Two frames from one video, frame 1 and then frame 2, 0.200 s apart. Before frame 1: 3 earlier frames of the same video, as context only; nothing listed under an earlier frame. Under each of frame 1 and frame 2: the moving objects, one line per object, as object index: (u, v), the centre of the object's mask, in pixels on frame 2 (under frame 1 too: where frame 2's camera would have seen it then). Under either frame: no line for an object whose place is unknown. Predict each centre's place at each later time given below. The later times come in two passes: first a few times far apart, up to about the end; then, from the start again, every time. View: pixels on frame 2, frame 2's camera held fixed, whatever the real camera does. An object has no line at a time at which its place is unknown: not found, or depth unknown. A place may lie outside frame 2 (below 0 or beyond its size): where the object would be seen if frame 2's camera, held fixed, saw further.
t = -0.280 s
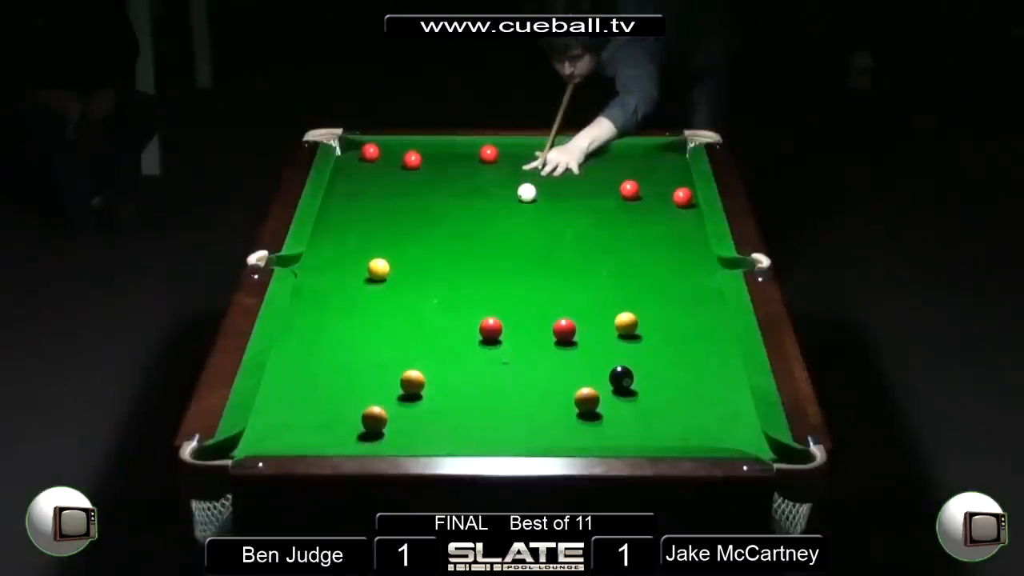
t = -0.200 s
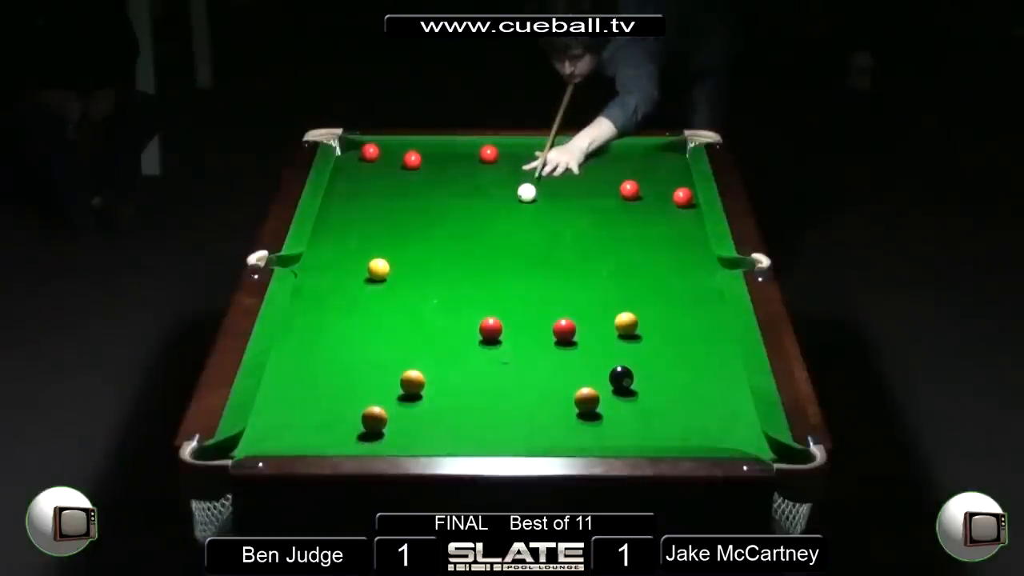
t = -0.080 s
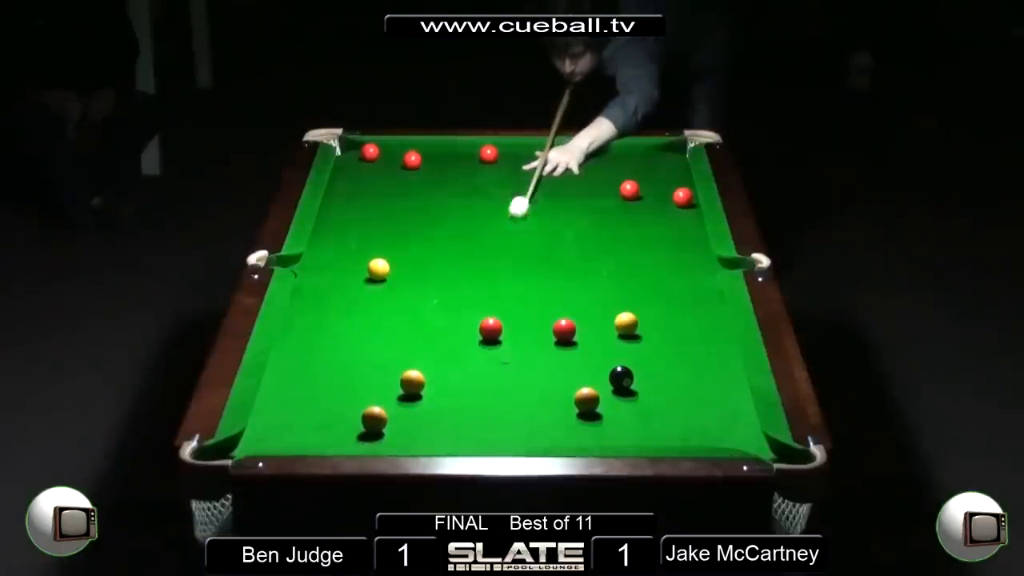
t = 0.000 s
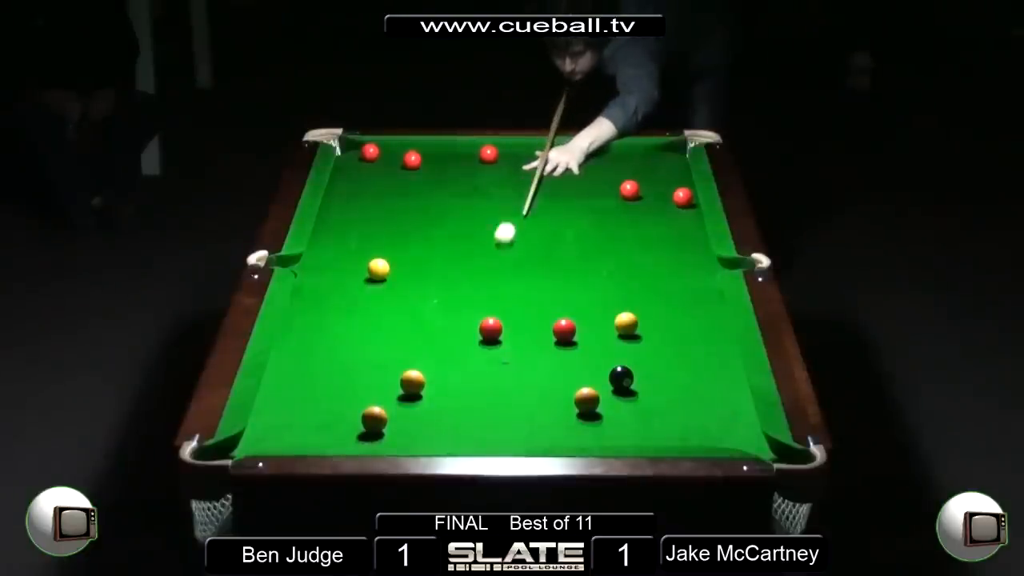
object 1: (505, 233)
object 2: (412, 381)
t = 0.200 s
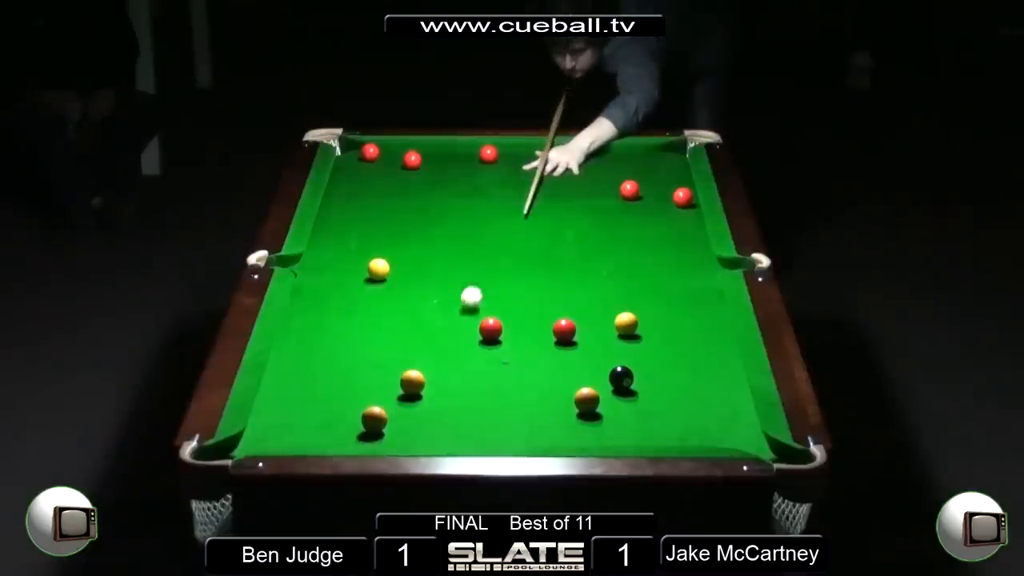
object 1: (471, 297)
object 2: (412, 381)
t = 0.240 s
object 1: (464, 310)
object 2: (412, 381)
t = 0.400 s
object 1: (440, 357)
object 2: (412, 382)
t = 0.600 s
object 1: (465, 394)
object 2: (369, 397)
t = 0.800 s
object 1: (509, 425)
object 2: (315, 419)
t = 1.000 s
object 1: (553, 434)
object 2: (260, 437)
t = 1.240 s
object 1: (597, 413)
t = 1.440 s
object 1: (632, 395)
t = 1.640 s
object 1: (665, 378)
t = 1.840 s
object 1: (694, 363)
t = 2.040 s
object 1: (722, 349)
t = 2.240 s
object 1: (711, 339)
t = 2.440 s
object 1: (693, 331)
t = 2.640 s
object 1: (678, 323)
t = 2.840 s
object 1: (664, 316)
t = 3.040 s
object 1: (652, 310)
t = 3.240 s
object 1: (641, 304)
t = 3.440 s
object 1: (632, 299)
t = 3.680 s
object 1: (622, 294)
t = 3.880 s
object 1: (615, 292)
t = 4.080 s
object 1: (609, 289)
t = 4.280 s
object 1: (605, 287)
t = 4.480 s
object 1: (602, 286)
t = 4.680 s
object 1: (601, 285)
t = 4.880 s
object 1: (600, 285)
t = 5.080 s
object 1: (600, 285)
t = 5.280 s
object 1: (600, 285)
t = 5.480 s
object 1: (600, 285)
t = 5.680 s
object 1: (601, 285)
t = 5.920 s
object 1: (601, 285)
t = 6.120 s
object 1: (601, 285)
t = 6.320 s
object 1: (601, 285)
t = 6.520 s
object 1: (601, 285)
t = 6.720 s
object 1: (601, 285)
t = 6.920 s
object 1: (601, 285)
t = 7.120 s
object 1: (601, 285)
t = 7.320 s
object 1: (601, 285)
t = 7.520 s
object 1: (601, 285)
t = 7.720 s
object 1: (601, 285)
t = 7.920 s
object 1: (601, 285)
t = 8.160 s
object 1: (601, 285)
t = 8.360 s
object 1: (601, 285)
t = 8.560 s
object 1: (601, 285)
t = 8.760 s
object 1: (601, 285)
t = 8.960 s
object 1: (601, 285)
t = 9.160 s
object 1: (601, 285)
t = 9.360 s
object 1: (601, 285)
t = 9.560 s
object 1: (601, 285)
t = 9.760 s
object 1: (601, 285)
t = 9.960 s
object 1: (601, 285)
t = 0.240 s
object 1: (464, 310)
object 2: (412, 381)
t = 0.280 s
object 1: (458, 322)
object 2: (412, 381)
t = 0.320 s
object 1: (452, 334)
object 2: (412, 382)
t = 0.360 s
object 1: (446, 346)
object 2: (412, 382)
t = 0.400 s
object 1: (440, 357)
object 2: (412, 382)
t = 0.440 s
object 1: (435, 370)
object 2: (412, 382)
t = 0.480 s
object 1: (435, 377)
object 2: (407, 384)
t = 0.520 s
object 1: (447, 382)
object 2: (393, 389)
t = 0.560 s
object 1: (456, 388)
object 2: (381, 394)
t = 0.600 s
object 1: (465, 394)
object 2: (369, 397)
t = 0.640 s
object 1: (474, 400)
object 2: (358, 402)
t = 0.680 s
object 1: (482, 407)
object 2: (347, 407)
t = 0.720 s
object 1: (491, 413)
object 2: (336, 411)
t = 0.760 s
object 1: (499, 419)
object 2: (326, 415)
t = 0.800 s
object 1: (509, 425)
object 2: (315, 419)
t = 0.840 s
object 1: (518, 431)
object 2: (304, 422)
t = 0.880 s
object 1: (527, 435)
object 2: (293, 427)
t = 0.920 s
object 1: (537, 438)
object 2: (282, 431)
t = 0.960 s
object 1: (545, 436)
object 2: (270, 434)
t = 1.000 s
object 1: (553, 434)
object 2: (260, 437)
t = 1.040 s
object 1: (561, 432)
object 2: (249, 441)
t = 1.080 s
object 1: (568, 428)
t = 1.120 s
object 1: (576, 424)
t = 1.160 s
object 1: (583, 420)
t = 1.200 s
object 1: (590, 416)
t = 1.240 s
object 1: (597, 413)
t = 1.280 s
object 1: (605, 409)
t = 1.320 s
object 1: (611, 405)
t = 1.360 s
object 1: (619, 402)
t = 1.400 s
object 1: (626, 398)
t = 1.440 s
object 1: (632, 395)
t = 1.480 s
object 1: (639, 391)
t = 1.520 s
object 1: (645, 388)
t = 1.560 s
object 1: (652, 384)
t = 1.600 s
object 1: (658, 381)
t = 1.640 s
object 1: (665, 378)
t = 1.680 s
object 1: (671, 375)
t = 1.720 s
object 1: (677, 372)
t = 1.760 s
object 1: (683, 369)
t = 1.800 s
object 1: (689, 366)
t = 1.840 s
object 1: (694, 363)
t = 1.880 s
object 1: (700, 360)
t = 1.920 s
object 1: (706, 357)
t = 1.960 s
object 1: (711, 355)
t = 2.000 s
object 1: (717, 352)
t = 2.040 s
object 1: (722, 349)
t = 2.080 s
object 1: (726, 347)
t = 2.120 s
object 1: (722, 345)
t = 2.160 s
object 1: (719, 343)
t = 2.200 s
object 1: (715, 341)
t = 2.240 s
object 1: (711, 339)
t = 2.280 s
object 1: (707, 338)
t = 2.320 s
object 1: (704, 336)
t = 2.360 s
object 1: (700, 333)
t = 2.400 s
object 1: (697, 332)
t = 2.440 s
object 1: (693, 331)
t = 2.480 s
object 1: (690, 329)
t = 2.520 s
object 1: (687, 327)
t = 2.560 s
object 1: (684, 326)
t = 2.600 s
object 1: (681, 324)
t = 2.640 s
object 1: (678, 323)
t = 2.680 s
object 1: (675, 322)
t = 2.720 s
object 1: (672, 320)
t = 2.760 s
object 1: (669, 319)
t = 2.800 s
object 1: (667, 317)
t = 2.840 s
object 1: (664, 316)
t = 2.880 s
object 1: (661, 314)
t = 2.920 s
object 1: (659, 313)
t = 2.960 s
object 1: (656, 312)
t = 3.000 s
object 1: (654, 311)
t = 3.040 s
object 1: (652, 310)
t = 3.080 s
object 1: (650, 309)
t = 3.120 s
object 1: (647, 308)
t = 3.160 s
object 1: (645, 306)
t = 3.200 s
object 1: (643, 305)
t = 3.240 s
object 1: (641, 304)
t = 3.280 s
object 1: (639, 303)
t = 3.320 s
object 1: (637, 302)
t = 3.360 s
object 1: (636, 301)
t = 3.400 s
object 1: (634, 300)
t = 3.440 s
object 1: (632, 299)
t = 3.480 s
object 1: (630, 298)
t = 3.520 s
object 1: (629, 298)
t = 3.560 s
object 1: (627, 297)
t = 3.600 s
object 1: (625, 296)
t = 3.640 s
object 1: (624, 295)
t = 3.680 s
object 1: (622, 294)
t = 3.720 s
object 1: (621, 294)
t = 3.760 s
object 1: (619, 293)
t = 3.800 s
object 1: (618, 293)
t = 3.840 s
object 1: (617, 292)
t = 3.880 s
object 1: (615, 292)
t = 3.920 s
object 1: (614, 291)
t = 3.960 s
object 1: (613, 290)
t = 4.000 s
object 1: (611, 290)
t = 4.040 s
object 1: (610, 289)
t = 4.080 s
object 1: (609, 289)
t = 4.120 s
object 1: (608, 289)
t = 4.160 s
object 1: (608, 288)
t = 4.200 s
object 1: (607, 288)
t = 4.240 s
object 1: (606, 288)
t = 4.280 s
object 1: (605, 287)
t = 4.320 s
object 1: (604, 287)
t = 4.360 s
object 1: (604, 287)
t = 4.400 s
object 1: (603, 286)
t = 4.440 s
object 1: (603, 286)
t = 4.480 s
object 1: (602, 286)
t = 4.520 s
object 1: (602, 286)
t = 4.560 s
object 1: (602, 286)
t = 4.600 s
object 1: (601, 285)
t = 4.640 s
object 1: (601, 285)
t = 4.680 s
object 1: (601, 285)
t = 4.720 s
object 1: (601, 285)
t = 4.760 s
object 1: (601, 285)
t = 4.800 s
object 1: (600, 285)
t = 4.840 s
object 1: (600, 285)
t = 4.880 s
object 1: (600, 285)
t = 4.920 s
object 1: (600, 285)
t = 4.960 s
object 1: (600, 285)
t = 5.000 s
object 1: (600, 285)
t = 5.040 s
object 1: (600, 285)
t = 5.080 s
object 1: (600, 285)
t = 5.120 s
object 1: (600, 285)
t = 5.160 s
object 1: (600, 285)
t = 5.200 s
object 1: (600, 285)
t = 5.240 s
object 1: (600, 285)
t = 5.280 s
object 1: (600, 285)
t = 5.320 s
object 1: (600, 285)
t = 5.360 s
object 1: (600, 285)
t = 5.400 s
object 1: (601, 285)
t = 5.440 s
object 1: (600, 285)
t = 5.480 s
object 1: (600, 285)
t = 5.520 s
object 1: (601, 285)
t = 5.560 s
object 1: (601, 285)
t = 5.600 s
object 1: (601, 285)
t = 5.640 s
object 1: (601, 285)
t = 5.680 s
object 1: (601, 285)
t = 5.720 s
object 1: (601, 285)
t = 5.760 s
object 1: (601, 285)
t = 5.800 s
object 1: (601, 285)
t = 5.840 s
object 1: (601, 285)
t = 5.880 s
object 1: (601, 285)
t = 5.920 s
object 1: (601, 285)
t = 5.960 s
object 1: (601, 285)
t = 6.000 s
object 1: (601, 285)
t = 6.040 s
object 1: (601, 285)
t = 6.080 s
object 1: (601, 285)
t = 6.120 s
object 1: (601, 285)
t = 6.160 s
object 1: (601, 285)
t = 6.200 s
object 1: (601, 285)
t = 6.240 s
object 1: (601, 285)
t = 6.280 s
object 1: (601, 285)
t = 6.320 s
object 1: (601, 285)
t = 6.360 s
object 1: (601, 285)
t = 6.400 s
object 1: (601, 285)
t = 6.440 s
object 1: (601, 285)
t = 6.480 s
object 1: (601, 285)
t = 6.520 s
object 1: (601, 285)
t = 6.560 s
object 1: (601, 285)
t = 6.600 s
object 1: (601, 285)
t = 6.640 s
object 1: (601, 285)
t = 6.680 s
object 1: (601, 285)
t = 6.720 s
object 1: (601, 285)
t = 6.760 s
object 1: (601, 285)
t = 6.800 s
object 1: (601, 285)
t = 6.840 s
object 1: (601, 285)
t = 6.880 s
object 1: (601, 285)
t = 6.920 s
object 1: (601, 285)
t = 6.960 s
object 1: (601, 285)
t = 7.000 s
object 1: (601, 285)
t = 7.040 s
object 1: (601, 285)
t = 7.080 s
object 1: (601, 285)
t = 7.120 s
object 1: (601, 285)
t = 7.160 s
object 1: (601, 285)
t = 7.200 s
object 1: (601, 285)
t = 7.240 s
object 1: (601, 285)
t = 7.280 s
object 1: (601, 285)
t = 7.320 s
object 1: (601, 285)
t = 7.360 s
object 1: (601, 285)
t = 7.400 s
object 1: (601, 285)
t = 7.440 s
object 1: (601, 285)
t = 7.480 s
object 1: (601, 285)
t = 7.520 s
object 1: (601, 285)
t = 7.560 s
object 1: (601, 285)
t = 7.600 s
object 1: (601, 285)
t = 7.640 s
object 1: (601, 285)
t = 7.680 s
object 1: (601, 285)
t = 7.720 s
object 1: (601, 285)
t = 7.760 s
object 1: (601, 285)
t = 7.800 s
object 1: (601, 285)
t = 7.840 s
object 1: (601, 285)
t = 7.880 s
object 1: (601, 285)
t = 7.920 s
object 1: (601, 285)
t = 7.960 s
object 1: (601, 285)
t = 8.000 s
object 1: (601, 285)
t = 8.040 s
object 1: (601, 285)
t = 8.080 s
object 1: (601, 285)
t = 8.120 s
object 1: (601, 285)
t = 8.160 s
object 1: (601, 285)
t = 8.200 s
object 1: (601, 285)
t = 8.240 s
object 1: (601, 285)
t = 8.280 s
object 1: (601, 285)
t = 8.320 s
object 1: (601, 285)
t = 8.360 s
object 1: (601, 285)
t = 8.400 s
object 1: (601, 285)
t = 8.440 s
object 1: (601, 285)
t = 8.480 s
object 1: (601, 285)
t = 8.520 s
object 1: (601, 285)
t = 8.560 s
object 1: (601, 285)
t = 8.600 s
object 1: (601, 285)
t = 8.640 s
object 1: (601, 285)
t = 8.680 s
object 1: (601, 285)
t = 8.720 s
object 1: (601, 285)
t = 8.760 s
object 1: (601, 285)
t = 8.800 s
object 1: (601, 285)
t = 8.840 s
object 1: (601, 285)
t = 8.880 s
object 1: (601, 285)
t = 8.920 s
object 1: (601, 285)
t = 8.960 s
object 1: (601, 285)
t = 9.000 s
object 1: (601, 285)
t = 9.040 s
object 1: (601, 285)
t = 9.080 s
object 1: (601, 285)
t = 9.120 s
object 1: (601, 285)
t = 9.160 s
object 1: (601, 285)
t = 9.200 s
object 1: (601, 285)
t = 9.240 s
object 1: (601, 285)
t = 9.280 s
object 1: (601, 285)
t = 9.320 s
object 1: (601, 285)
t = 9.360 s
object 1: (601, 285)
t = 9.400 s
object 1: (601, 285)
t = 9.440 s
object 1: (601, 285)
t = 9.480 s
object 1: (601, 285)
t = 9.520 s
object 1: (601, 285)
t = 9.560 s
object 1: (601, 285)
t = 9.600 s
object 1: (601, 285)
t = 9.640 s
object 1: (601, 285)
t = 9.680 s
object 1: (601, 285)
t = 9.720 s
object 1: (601, 285)
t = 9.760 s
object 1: (601, 285)
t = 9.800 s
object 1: (601, 285)
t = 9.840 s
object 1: (601, 285)
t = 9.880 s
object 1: (601, 285)
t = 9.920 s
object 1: (601, 285)
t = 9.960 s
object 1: (601, 285)
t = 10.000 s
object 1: (601, 285)
